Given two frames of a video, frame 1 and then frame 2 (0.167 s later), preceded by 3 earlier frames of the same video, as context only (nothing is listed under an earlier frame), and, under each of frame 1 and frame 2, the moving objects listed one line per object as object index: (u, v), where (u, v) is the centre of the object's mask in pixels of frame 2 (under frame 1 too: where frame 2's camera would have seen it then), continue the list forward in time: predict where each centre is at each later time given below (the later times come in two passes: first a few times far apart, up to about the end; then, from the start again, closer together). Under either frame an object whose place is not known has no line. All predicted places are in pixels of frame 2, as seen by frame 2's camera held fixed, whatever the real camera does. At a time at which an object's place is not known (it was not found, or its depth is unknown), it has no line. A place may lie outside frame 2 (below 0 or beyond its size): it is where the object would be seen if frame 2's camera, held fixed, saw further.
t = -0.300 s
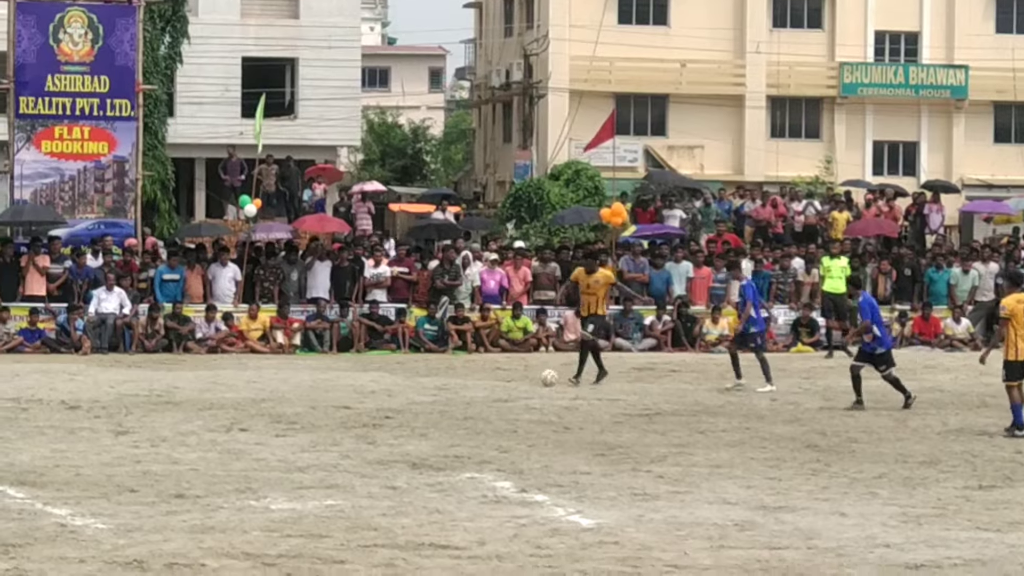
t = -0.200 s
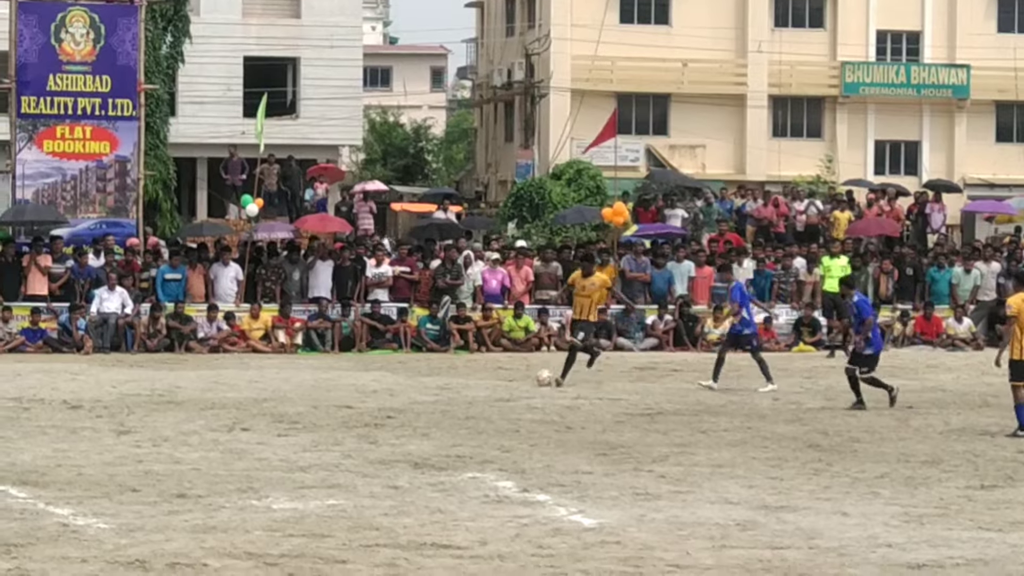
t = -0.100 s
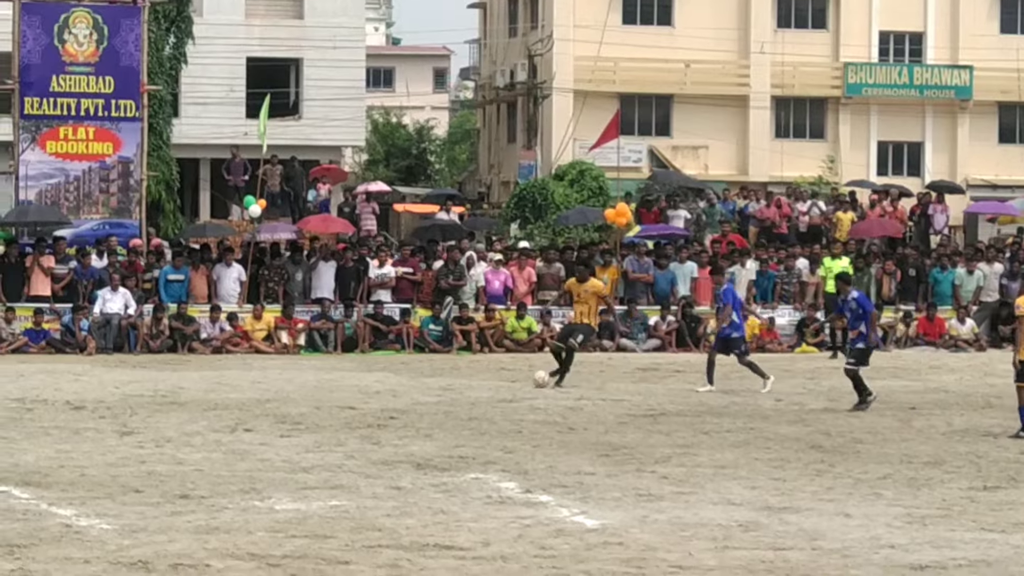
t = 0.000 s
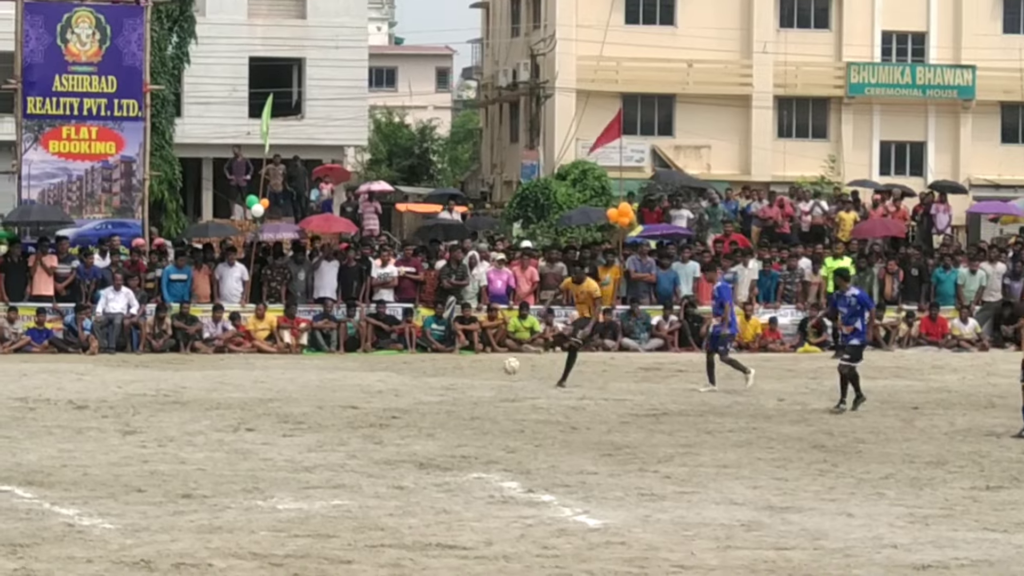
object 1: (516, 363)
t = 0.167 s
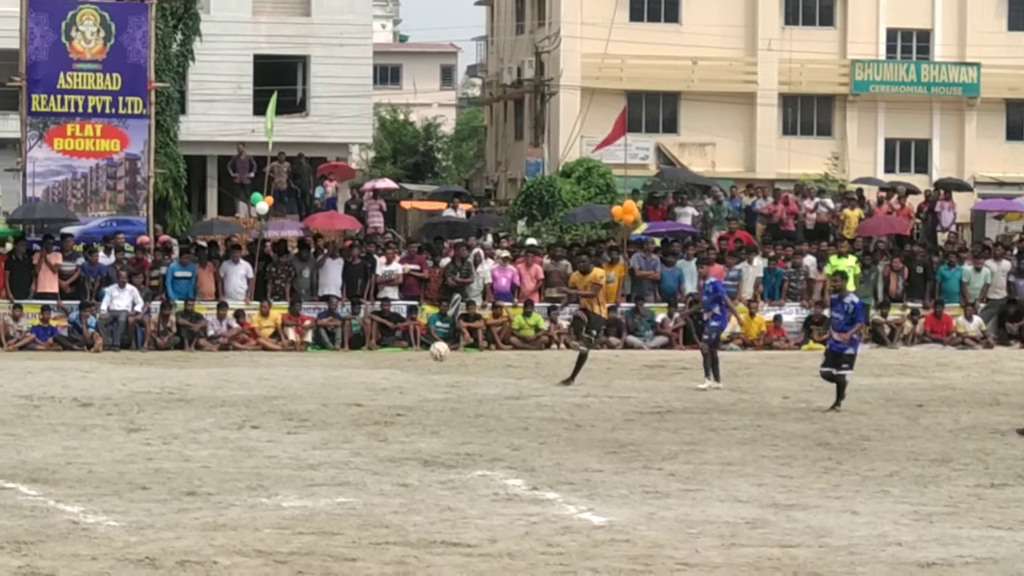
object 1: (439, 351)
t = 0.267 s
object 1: (392, 362)
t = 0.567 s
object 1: (254, 438)
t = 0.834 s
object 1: (163, 401)
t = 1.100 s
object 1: (48, 499)
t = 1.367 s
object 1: (-101, 526)
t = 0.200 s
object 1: (424, 353)
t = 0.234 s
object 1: (408, 357)
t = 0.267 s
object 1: (392, 362)
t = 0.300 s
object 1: (376, 369)
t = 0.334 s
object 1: (360, 378)
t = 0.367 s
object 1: (344, 389)
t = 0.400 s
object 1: (328, 401)
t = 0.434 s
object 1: (311, 416)
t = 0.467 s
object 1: (293, 433)
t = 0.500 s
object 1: (276, 454)
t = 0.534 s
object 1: (265, 450)
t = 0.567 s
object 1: (254, 438)
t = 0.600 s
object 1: (243, 428)
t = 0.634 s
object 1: (233, 419)
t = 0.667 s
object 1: (221, 411)
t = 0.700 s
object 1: (210, 405)
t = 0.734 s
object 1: (199, 401)
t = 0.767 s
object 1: (187, 399)
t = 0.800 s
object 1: (175, 398)
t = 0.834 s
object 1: (163, 401)
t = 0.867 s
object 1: (149, 403)
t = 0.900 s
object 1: (137, 410)
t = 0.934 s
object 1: (123, 418)
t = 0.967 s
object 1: (110, 429)
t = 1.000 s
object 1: (95, 442)
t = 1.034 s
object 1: (80, 458)
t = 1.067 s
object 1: (63, 476)
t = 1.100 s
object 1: (48, 499)
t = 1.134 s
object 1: (31, 522)
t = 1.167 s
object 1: (14, 551)
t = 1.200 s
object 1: (-4, 583)
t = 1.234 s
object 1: (-22, 576)
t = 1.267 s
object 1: (-40, 559)
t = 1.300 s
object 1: (-60, 547)
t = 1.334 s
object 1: (-81, 535)
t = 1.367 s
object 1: (-101, 526)
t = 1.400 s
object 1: (-123, 518)
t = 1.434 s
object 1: (-146, 514)
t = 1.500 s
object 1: (-194, 511)
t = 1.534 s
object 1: (-220, 513)
